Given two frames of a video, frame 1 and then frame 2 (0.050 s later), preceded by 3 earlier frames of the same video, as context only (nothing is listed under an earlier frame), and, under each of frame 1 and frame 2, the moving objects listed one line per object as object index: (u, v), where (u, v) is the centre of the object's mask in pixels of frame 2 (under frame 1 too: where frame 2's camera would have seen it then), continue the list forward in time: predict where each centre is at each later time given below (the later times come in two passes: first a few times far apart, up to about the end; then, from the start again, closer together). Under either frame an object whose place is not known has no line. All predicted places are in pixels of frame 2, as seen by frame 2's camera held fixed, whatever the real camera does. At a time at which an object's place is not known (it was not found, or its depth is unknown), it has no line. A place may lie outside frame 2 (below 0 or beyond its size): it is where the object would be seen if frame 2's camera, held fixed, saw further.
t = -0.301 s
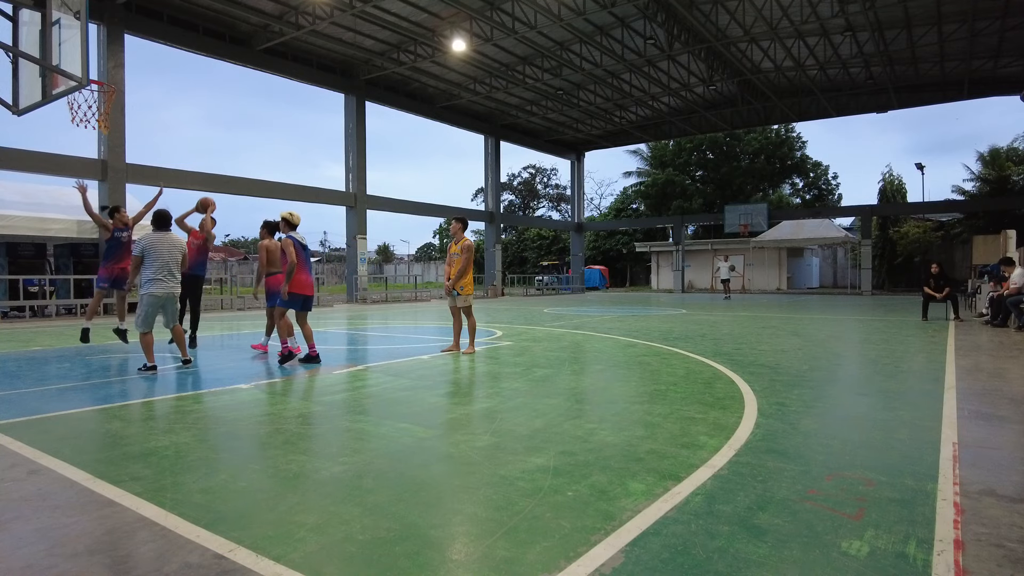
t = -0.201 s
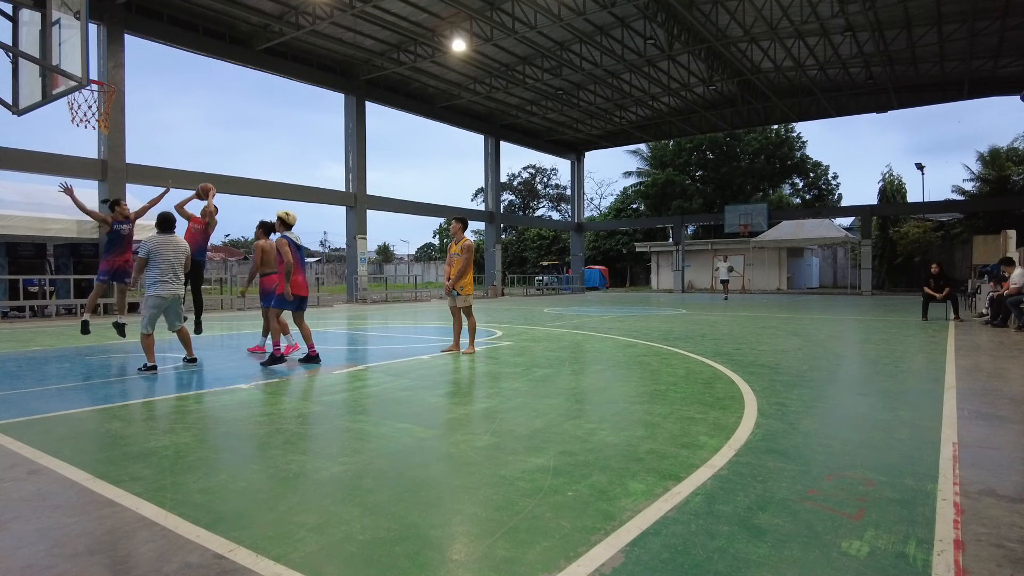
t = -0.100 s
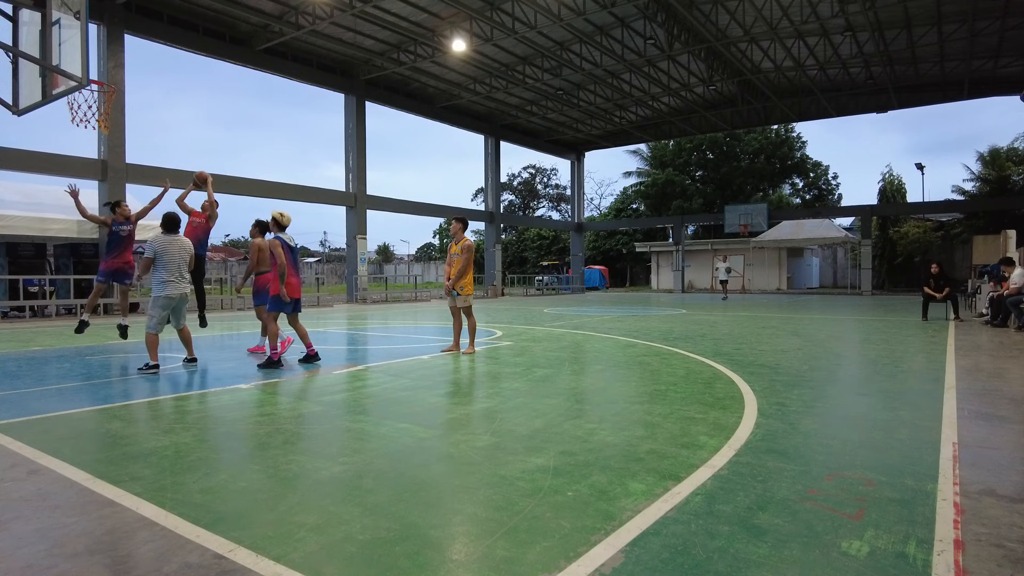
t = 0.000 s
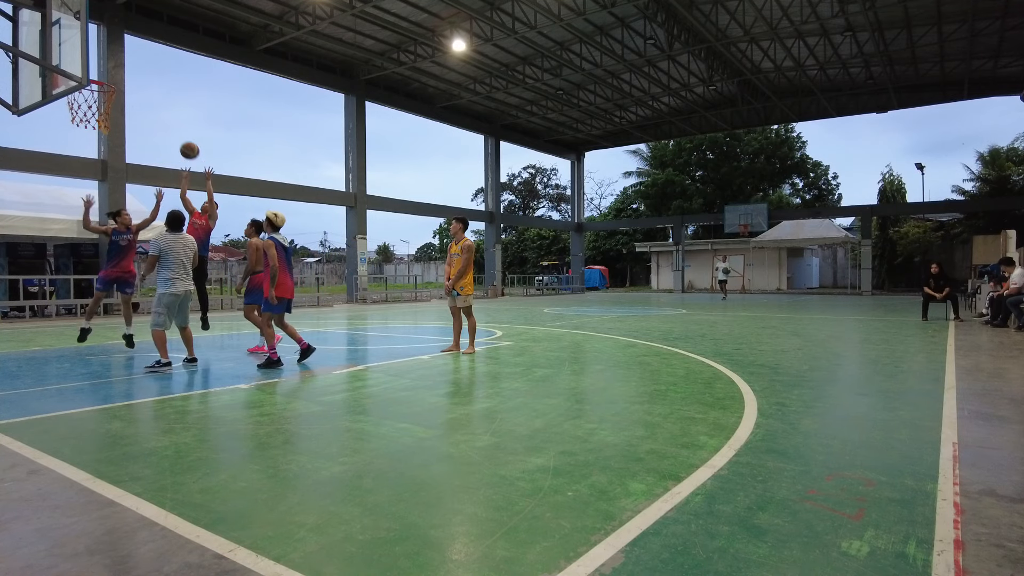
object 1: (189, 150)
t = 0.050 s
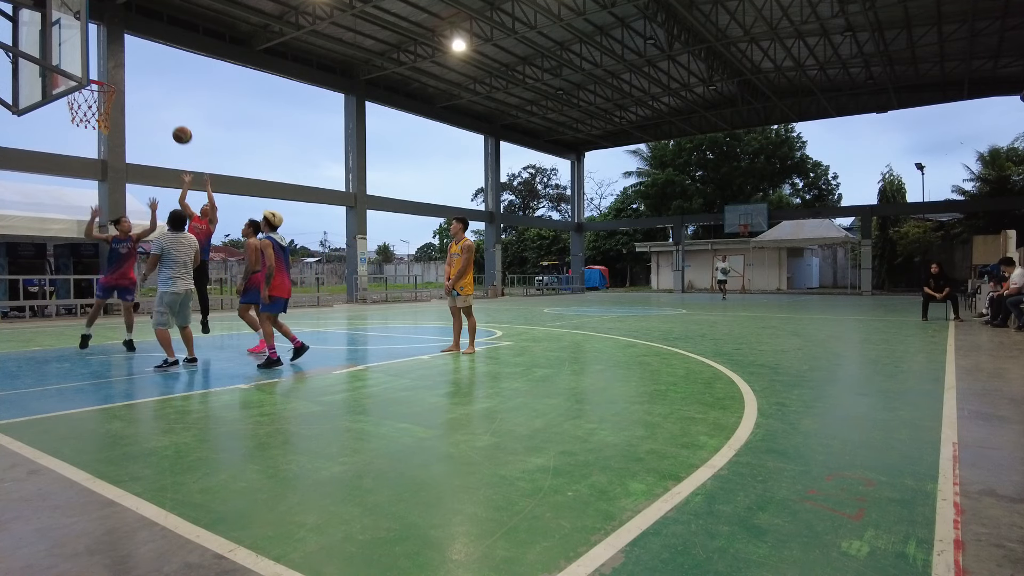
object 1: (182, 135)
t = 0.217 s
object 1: (155, 94)
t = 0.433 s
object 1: (116, 69)
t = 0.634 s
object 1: (91, 81)
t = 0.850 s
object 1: (82, 95)
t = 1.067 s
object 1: (99, 140)
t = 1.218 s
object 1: (112, 197)
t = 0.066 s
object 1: (179, 130)
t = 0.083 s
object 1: (177, 126)
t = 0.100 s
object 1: (174, 121)
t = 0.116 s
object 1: (172, 117)
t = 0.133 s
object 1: (169, 113)
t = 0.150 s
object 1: (166, 109)
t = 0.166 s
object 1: (164, 105)
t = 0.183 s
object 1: (161, 101)
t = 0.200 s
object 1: (158, 98)
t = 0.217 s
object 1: (155, 94)
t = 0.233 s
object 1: (153, 91)
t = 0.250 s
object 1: (150, 88)
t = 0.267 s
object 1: (147, 86)
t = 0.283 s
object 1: (144, 83)
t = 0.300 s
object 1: (141, 81)
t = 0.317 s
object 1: (138, 79)
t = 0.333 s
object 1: (135, 77)
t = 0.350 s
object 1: (132, 75)
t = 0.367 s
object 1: (129, 74)
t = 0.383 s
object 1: (126, 72)
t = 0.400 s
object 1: (123, 71)
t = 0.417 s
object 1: (120, 70)
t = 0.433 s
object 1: (116, 69)
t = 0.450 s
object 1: (113, 69)
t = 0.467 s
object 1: (110, 69)
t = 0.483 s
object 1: (107, 69)
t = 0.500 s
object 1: (103, 69)
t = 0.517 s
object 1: (100, 70)
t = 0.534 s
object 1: (98, 70)
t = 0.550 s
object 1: (97, 71)
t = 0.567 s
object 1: (95, 72)
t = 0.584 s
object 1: (93, 73)
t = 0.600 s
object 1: (92, 75)
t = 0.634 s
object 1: (91, 81)
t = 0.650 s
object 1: (93, 82)
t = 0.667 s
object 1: (95, 83)
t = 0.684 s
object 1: (97, 84)
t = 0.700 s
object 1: (101, 86)
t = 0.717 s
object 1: (102, 87)
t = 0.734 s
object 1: (100, 87)
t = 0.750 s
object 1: (96, 87)
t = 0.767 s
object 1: (94, 87)
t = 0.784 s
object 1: (92, 88)
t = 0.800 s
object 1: (88, 91)
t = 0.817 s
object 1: (84, 92)
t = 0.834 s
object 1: (82, 93)
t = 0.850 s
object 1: (82, 95)
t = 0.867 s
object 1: (83, 96)
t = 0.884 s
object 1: (84, 97)
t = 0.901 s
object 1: (84, 99)
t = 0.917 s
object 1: (85, 101)
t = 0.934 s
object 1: (86, 105)
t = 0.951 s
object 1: (88, 108)
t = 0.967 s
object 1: (89, 112)
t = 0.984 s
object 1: (91, 116)
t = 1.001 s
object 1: (92, 120)
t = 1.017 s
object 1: (95, 125)
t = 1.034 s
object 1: (97, 129)
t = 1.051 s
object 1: (98, 134)
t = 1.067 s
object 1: (99, 140)
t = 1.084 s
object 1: (101, 145)
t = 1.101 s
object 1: (102, 151)
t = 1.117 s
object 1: (104, 157)
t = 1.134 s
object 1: (105, 163)
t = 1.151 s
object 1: (106, 169)
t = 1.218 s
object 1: (112, 197)
